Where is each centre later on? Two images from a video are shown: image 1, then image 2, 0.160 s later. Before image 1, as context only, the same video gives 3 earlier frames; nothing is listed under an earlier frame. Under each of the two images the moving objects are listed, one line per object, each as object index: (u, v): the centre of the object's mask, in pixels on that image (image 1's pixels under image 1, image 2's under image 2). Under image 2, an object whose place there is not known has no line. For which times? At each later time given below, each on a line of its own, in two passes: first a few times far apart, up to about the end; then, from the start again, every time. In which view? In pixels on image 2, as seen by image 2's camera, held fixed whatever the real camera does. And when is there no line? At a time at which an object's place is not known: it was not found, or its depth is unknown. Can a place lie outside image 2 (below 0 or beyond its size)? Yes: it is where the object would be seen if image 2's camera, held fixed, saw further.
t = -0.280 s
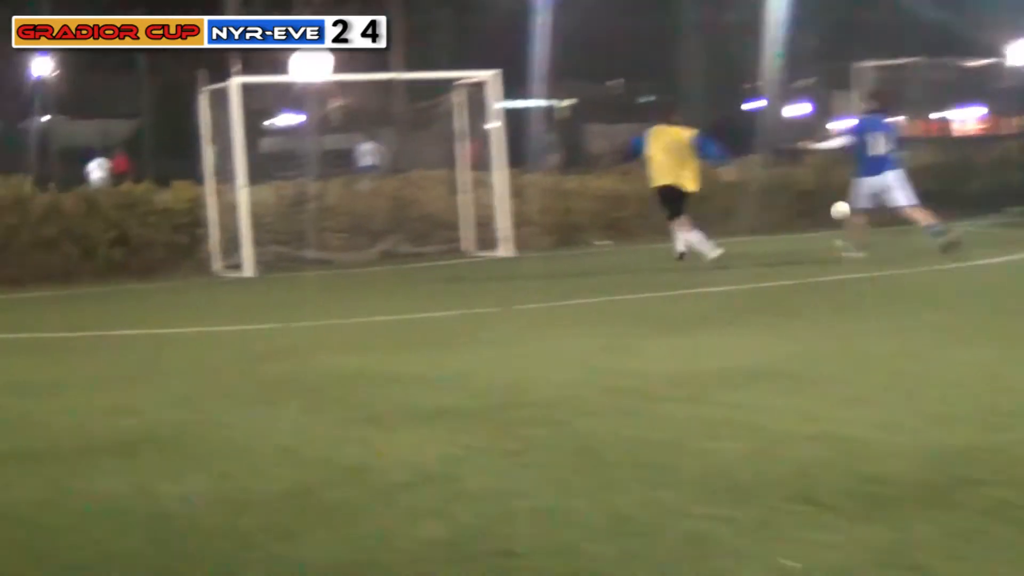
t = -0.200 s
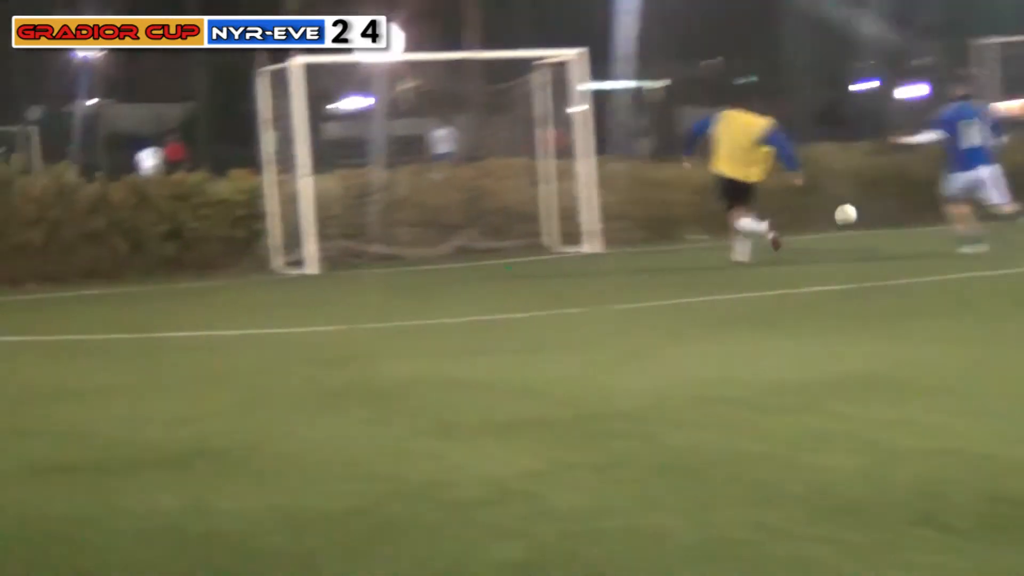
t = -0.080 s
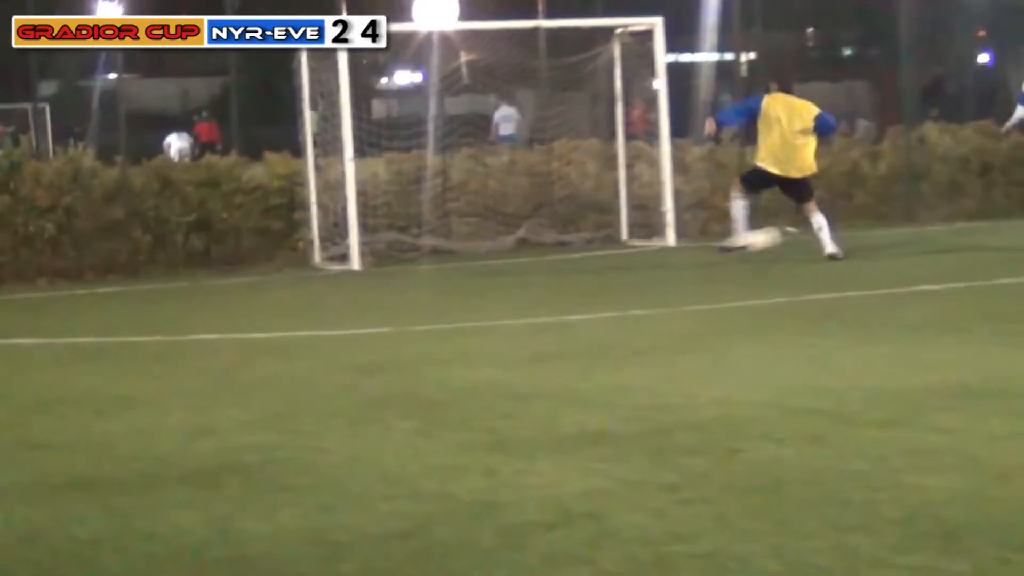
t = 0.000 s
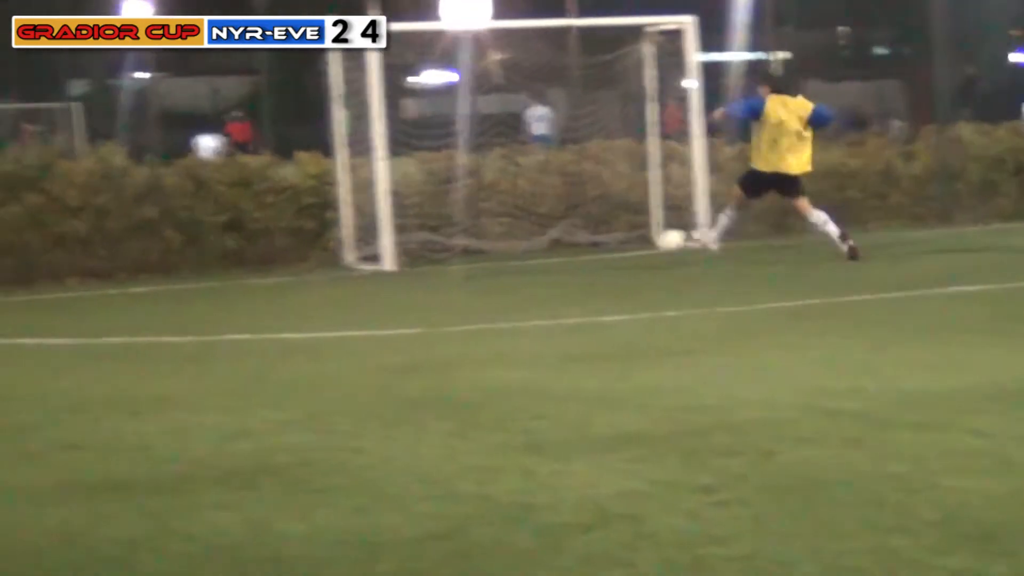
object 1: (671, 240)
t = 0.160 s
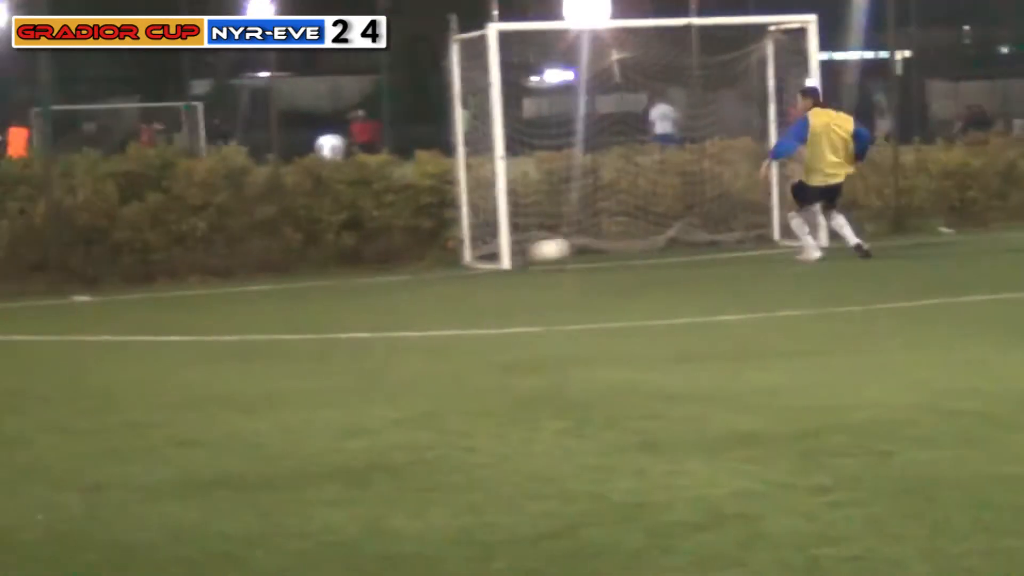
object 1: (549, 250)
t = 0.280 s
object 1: (375, 262)
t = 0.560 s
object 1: (17, 283)
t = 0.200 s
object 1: (484, 259)
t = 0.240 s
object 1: (430, 263)
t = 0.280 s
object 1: (375, 262)
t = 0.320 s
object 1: (321, 263)
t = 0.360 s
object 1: (268, 265)
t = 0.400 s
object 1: (213, 269)
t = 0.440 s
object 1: (159, 276)
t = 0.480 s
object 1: (109, 279)
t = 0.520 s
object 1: (60, 280)
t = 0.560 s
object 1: (17, 283)
